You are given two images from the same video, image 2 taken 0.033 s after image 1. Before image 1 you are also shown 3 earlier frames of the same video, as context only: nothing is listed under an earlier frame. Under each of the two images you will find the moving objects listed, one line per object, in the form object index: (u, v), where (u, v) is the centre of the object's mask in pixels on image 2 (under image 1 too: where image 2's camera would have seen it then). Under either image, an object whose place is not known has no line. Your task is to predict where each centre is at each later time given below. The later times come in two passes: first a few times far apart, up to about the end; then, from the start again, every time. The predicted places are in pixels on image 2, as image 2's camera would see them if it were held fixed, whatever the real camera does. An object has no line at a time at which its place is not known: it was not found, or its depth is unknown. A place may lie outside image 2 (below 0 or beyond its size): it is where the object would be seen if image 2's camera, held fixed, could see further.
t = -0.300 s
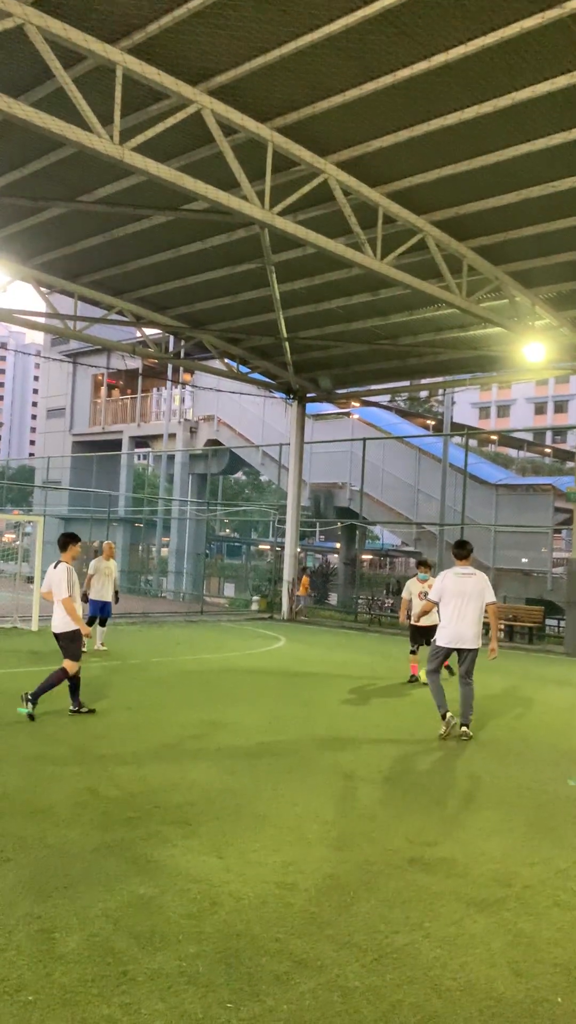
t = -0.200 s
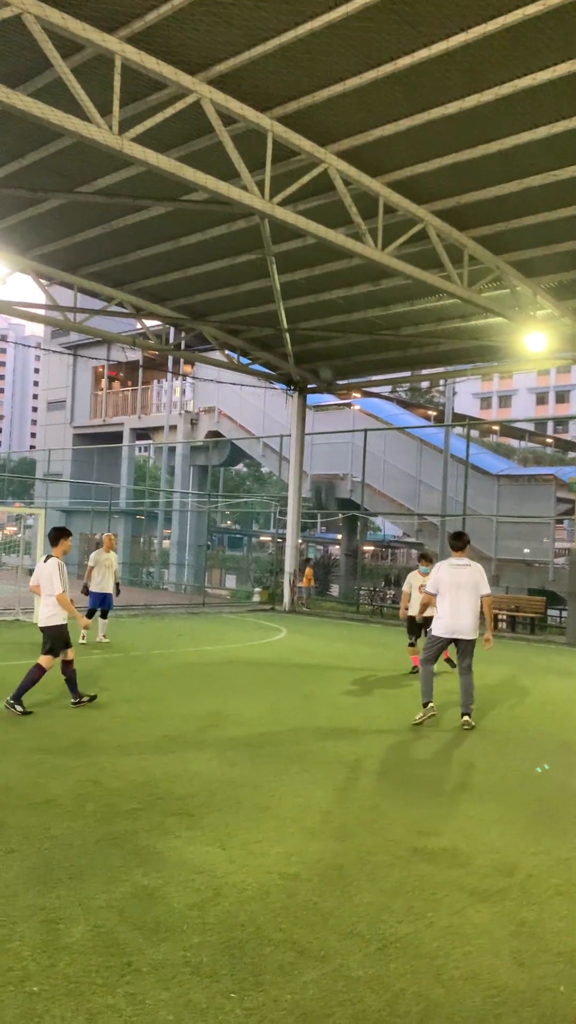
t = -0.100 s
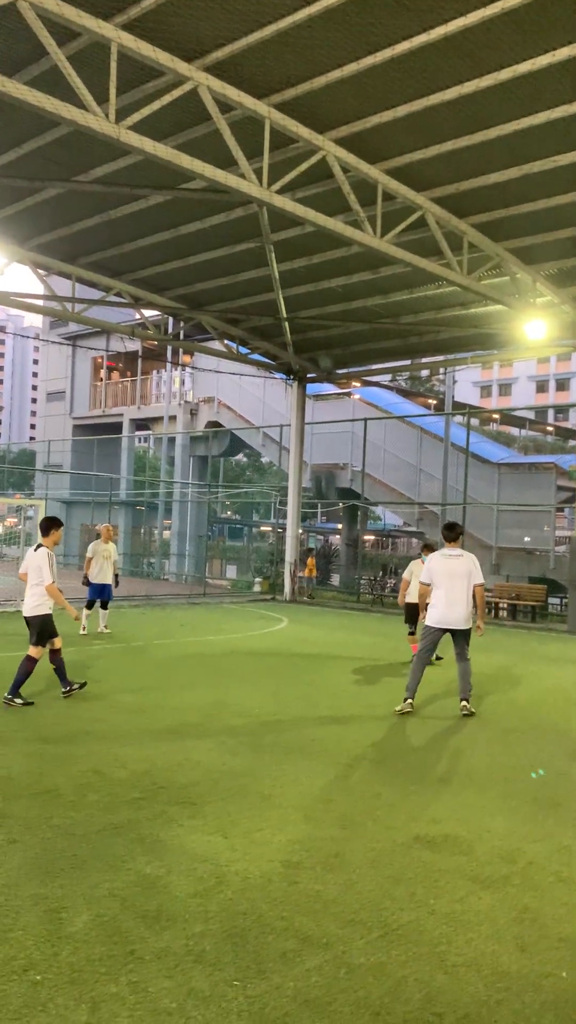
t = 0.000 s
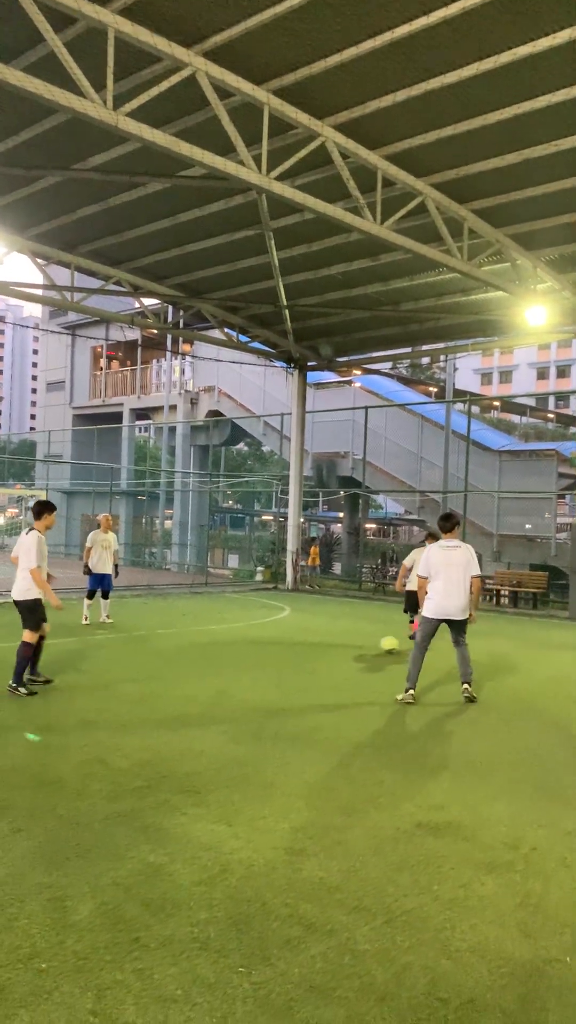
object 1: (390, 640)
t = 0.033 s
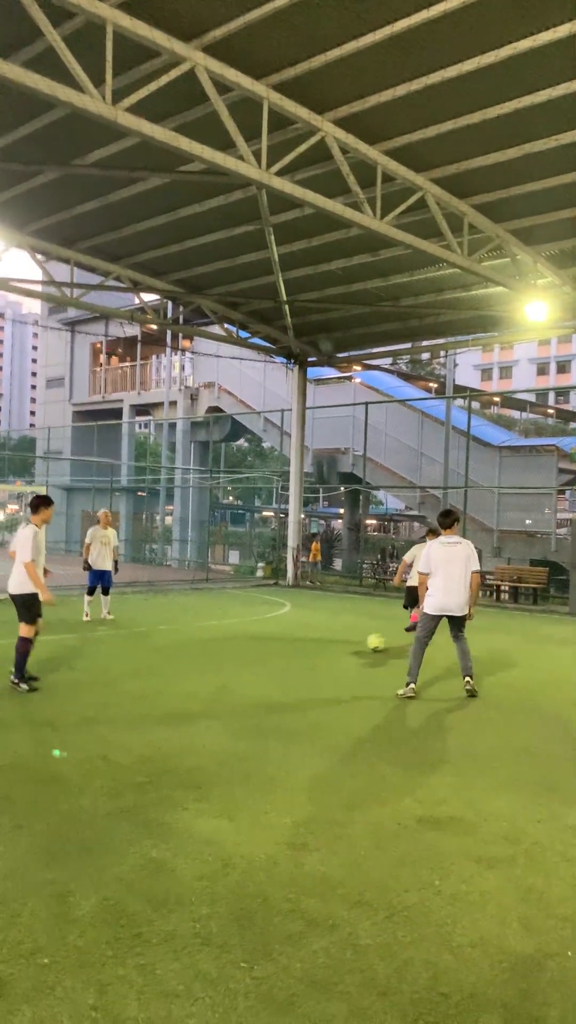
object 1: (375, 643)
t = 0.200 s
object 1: (309, 651)
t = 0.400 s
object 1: (229, 661)
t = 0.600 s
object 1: (153, 669)
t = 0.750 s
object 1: (90, 675)
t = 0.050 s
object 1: (369, 644)
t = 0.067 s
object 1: (362, 645)
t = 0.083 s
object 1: (356, 645)
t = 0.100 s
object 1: (349, 646)
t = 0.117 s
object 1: (343, 646)
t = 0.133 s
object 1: (337, 647)
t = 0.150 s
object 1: (330, 648)
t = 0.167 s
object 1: (323, 649)
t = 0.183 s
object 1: (316, 650)
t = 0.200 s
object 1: (309, 651)
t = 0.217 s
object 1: (303, 651)
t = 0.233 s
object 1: (296, 651)
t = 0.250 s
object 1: (290, 652)
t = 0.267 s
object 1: (283, 654)
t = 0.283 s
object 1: (276, 654)
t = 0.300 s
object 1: (269, 656)
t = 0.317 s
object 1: (263, 657)
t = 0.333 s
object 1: (256, 657)
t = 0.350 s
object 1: (250, 658)
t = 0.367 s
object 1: (243, 659)
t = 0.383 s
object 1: (236, 659)
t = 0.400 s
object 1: (229, 661)
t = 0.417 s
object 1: (224, 661)
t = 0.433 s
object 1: (216, 660)
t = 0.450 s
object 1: (211, 662)
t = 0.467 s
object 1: (205, 663)
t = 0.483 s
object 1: (198, 663)
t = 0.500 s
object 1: (192, 665)
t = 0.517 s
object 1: (185, 665)
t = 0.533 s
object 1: (178, 665)
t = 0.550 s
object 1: (172, 667)
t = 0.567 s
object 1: (166, 667)
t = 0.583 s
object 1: (159, 668)
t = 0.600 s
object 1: (153, 669)
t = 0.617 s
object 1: (146, 668)
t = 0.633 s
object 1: (139, 668)
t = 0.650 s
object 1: (132, 669)
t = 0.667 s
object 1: (126, 670)
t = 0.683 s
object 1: (118, 672)
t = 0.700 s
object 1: (112, 673)
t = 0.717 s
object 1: (104, 675)
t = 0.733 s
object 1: (97, 675)
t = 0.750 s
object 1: (90, 675)
